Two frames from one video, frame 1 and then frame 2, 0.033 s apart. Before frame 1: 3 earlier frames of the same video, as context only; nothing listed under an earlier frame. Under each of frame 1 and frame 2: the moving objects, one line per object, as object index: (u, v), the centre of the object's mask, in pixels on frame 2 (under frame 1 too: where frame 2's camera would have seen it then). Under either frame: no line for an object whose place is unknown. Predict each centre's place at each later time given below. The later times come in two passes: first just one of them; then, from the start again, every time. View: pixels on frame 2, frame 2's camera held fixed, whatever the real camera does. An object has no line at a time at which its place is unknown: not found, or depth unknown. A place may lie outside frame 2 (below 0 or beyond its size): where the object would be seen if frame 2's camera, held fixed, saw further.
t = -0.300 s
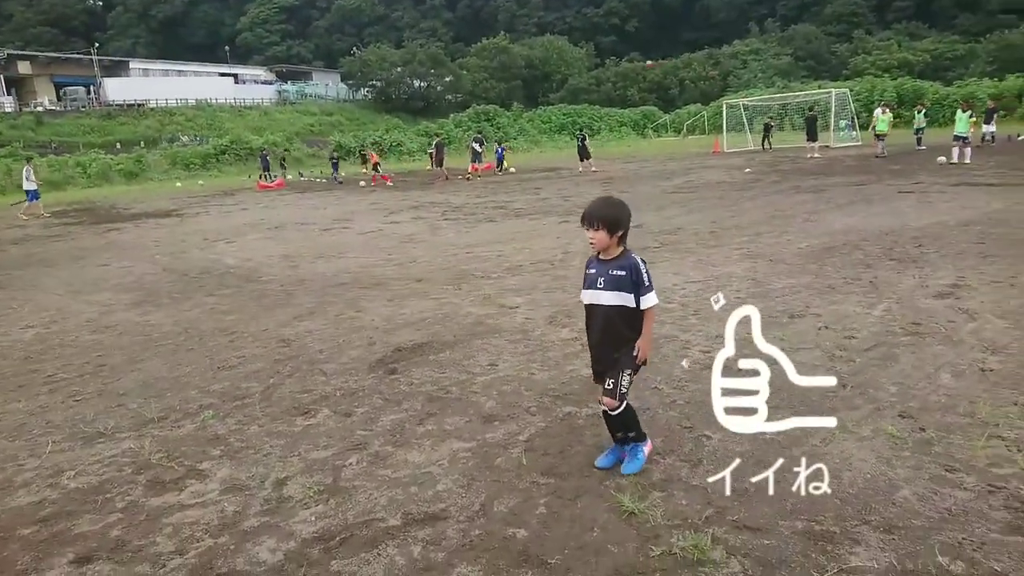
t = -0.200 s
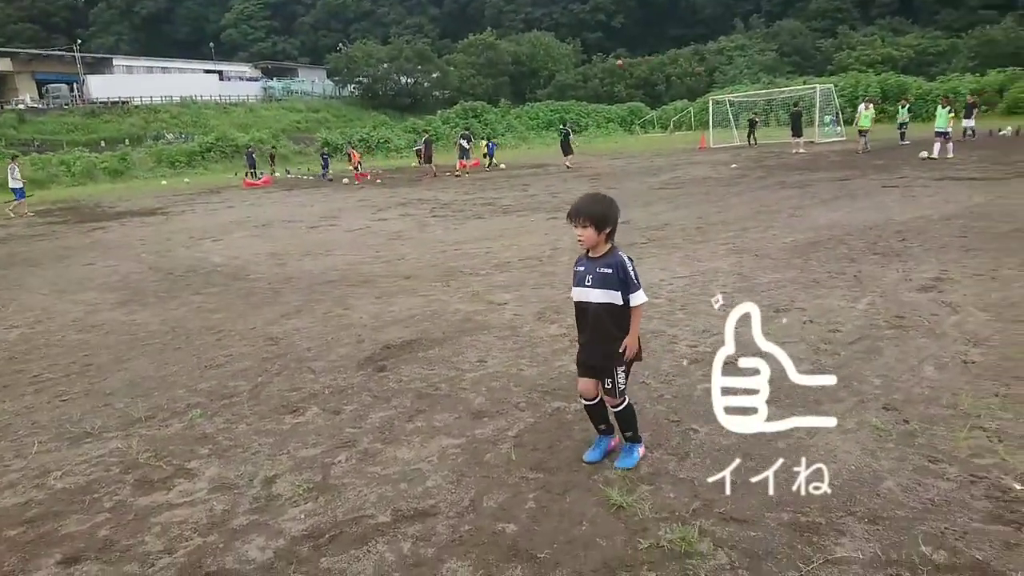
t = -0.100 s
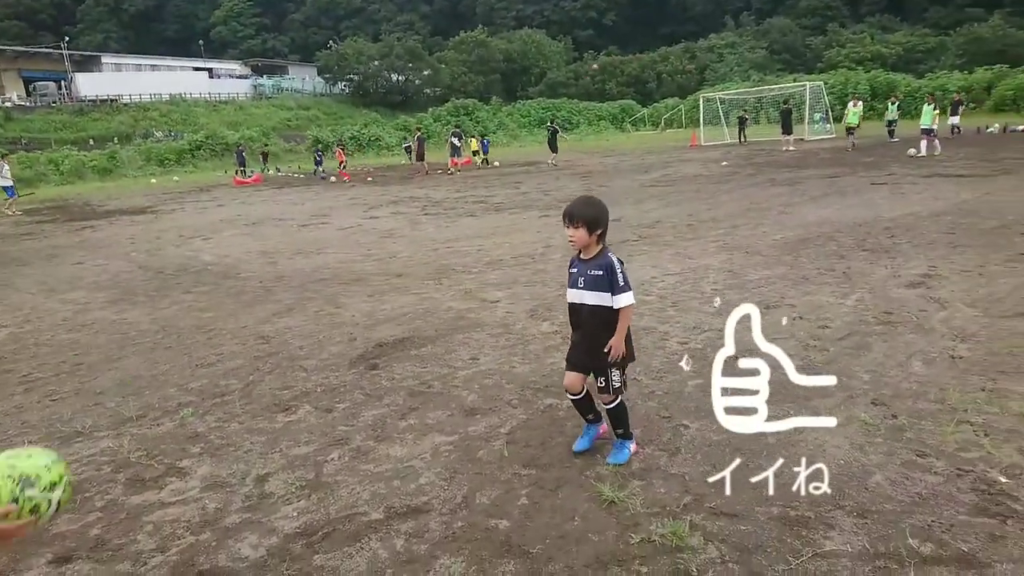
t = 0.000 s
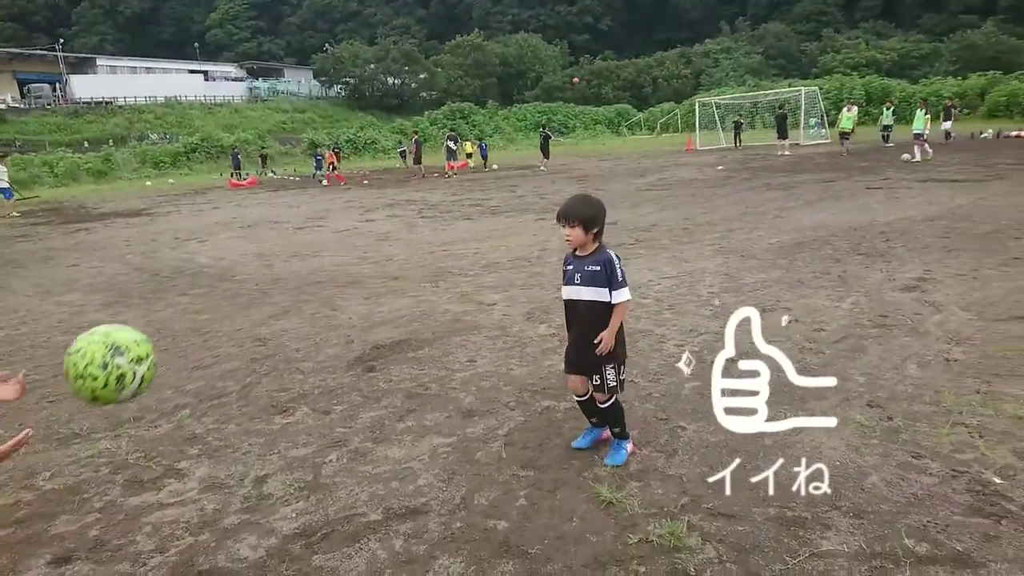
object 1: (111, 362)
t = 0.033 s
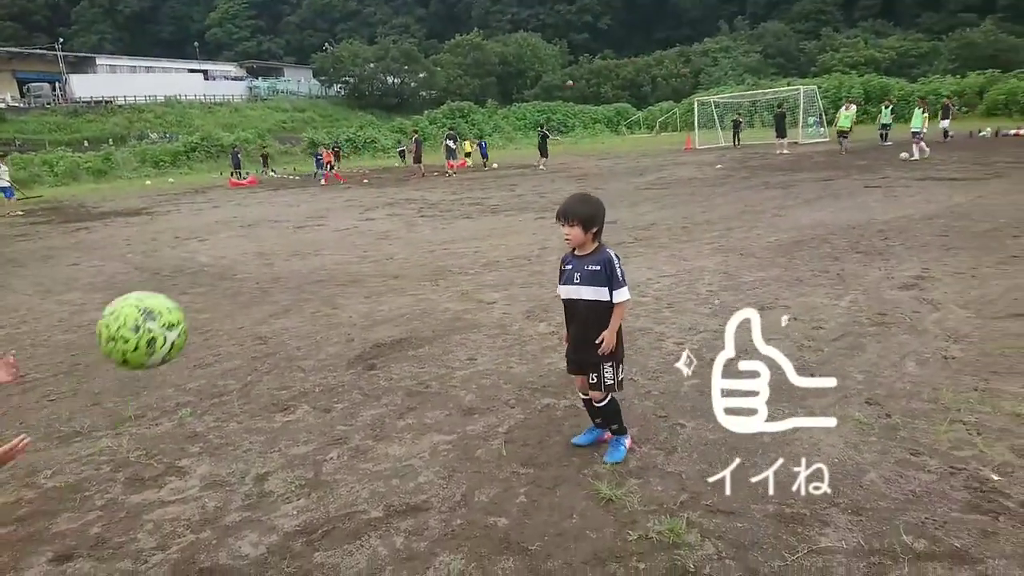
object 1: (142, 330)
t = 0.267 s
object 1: (343, 235)
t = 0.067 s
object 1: (172, 303)
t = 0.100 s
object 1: (202, 280)
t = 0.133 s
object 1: (232, 262)
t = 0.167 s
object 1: (261, 249)
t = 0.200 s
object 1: (290, 241)
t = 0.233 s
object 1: (317, 236)
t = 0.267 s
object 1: (343, 235)
